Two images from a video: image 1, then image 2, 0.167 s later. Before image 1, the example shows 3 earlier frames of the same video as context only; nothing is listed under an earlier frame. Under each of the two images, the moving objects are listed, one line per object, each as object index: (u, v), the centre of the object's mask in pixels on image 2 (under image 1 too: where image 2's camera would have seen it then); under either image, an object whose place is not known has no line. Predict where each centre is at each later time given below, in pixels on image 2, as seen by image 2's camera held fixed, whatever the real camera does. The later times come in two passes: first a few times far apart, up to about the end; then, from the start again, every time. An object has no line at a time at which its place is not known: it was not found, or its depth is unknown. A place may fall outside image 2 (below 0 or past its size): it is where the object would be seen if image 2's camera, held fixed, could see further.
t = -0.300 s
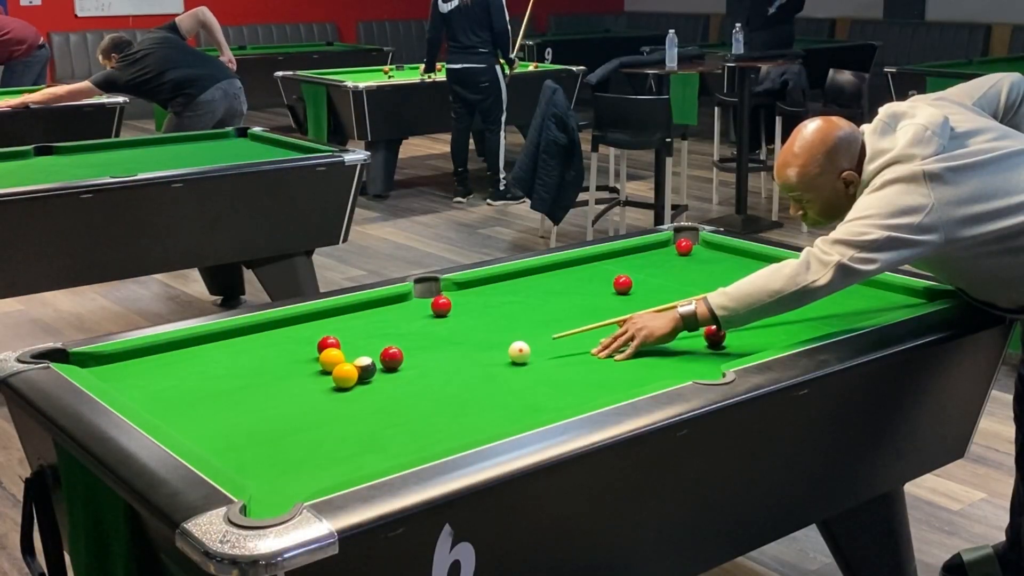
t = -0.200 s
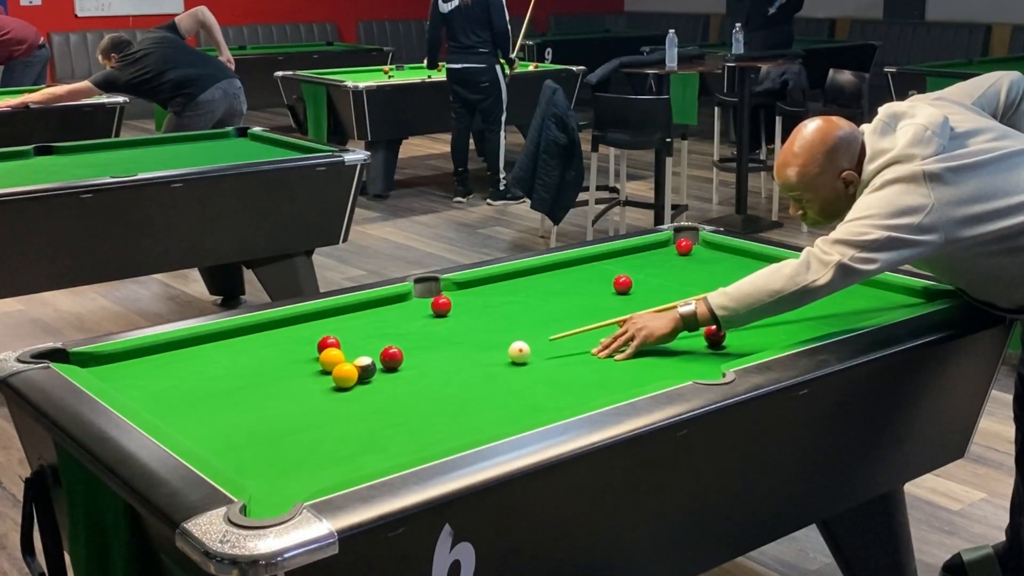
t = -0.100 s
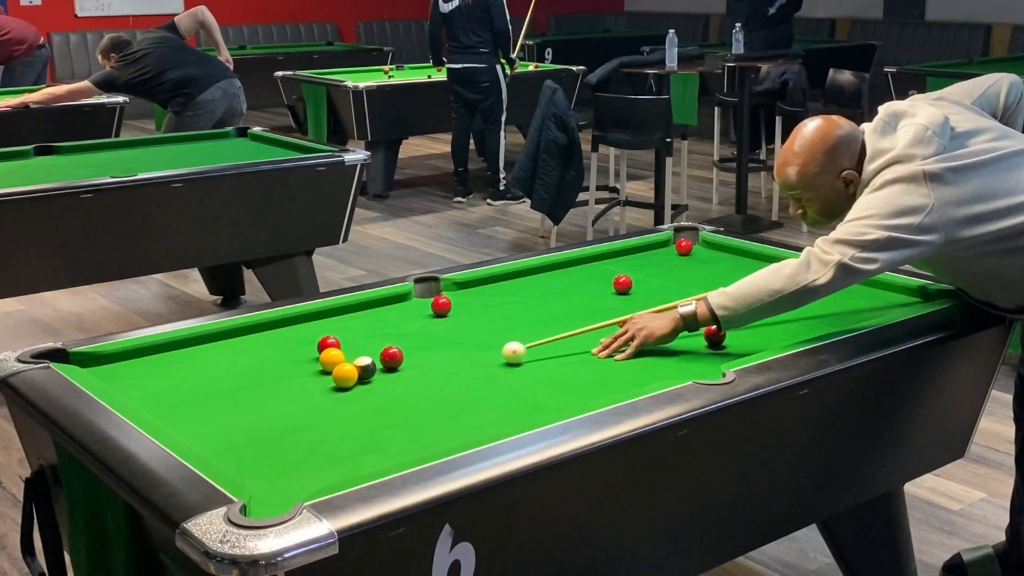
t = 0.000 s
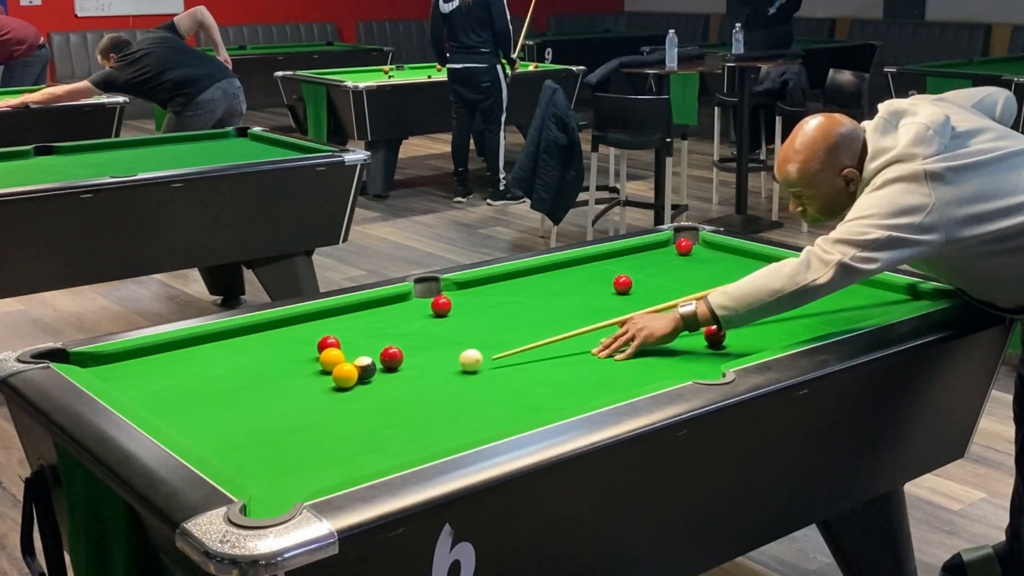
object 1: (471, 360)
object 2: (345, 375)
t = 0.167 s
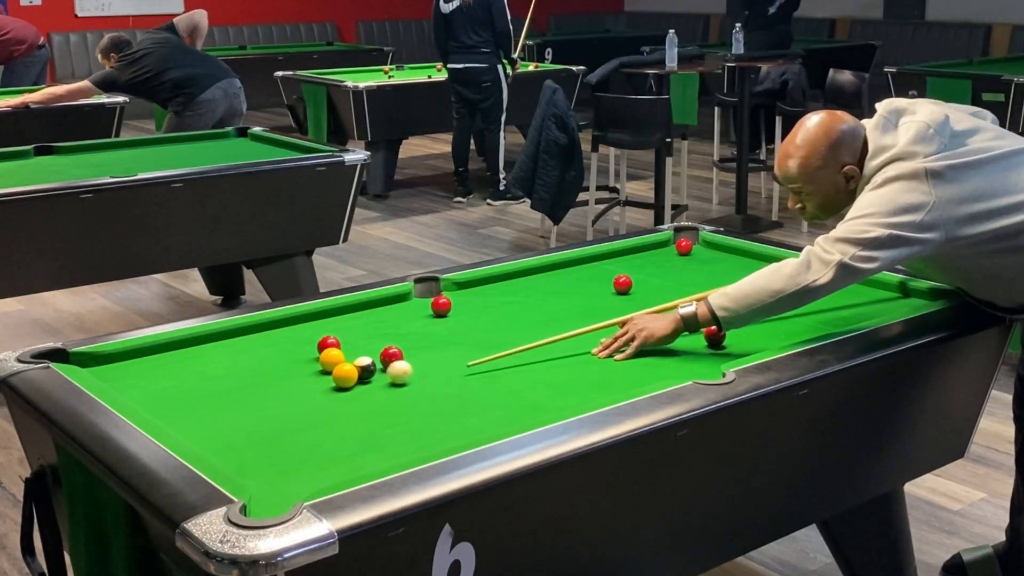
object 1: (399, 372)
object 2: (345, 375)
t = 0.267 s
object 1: (366, 381)
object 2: (337, 375)
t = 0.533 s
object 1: (319, 406)
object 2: (283, 372)
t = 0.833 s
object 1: (260, 436)
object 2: (227, 369)
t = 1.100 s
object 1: (234, 456)
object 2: (182, 366)
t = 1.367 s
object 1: (286, 451)
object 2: (140, 365)
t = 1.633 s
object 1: (332, 446)
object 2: (102, 363)
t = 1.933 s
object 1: (377, 441)
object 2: (63, 362)
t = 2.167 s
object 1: (408, 438)
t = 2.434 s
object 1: (438, 435)
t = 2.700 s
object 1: (462, 431)
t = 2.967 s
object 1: (483, 427)
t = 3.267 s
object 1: (501, 423)
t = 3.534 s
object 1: (511, 421)
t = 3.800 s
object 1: (515, 419)
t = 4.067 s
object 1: (516, 419)
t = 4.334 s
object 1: (515, 419)
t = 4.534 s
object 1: (515, 419)
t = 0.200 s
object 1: (385, 375)
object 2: (345, 375)
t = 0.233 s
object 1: (371, 377)
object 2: (345, 375)
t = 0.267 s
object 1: (366, 381)
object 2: (337, 375)
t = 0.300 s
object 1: (361, 383)
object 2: (329, 374)
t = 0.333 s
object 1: (356, 387)
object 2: (322, 374)
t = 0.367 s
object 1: (350, 390)
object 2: (315, 373)
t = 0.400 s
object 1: (344, 393)
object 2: (309, 373)
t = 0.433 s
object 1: (338, 396)
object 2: (302, 373)
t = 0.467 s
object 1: (331, 399)
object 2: (295, 372)
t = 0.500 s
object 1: (325, 403)
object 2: (289, 372)
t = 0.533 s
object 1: (319, 406)
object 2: (283, 372)
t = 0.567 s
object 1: (313, 409)
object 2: (276, 371)
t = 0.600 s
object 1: (306, 413)
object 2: (270, 371)
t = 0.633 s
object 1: (300, 416)
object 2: (264, 371)
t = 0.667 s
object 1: (293, 419)
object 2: (257, 370)
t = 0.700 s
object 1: (287, 423)
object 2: (251, 370)
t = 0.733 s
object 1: (280, 426)
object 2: (245, 370)
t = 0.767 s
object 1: (274, 430)
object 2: (239, 369)
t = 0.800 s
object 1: (267, 433)
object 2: (233, 369)
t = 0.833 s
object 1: (260, 436)
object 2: (227, 369)
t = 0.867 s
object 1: (253, 440)
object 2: (221, 368)
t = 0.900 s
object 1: (246, 443)
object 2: (215, 368)
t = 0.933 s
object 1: (240, 447)
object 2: (210, 368)
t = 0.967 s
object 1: (232, 451)
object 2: (204, 368)
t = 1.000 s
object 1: (226, 453)
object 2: (198, 367)
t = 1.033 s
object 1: (221, 454)
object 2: (193, 367)
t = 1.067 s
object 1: (228, 456)
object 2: (187, 367)
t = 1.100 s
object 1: (234, 456)
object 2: (182, 366)
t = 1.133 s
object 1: (240, 456)
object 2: (176, 366)
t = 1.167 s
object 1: (247, 455)
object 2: (171, 366)
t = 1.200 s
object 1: (253, 454)
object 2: (165, 366)
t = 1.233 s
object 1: (260, 453)
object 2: (160, 366)
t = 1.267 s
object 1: (267, 452)
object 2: (155, 365)
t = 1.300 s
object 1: (273, 452)
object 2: (150, 365)
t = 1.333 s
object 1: (279, 451)
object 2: (145, 365)
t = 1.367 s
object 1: (286, 451)
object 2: (140, 365)
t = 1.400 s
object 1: (292, 450)
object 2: (135, 364)
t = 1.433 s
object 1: (298, 449)
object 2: (130, 364)
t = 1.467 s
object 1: (304, 449)
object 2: (125, 364)
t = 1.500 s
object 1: (309, 448)
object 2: (120, 364)
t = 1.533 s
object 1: (315, 448)
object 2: (115, 363)
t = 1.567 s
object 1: (321, 447)
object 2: (111, 363)
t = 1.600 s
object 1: (326, 446)
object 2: (106, 363)
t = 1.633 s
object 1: (332, 446)
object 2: (102, 363)
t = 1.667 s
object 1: (337, 445)
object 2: (97, 362)
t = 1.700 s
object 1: (342, 445)
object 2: (93, 362)
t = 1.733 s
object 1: (348, 444)
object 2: (89, 361)
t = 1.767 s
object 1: (353, 444)
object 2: (85, 360)
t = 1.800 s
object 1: (358, 443)
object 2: (80, 359)
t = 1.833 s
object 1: (363, 443)
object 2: (76, 358)
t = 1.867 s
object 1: (367, 442)
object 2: (72, 358)
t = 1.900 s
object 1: (372, 442)
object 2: (68, 359)
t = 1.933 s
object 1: (377, 441)
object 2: (63, 362)
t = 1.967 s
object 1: (381, 441)
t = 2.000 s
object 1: (386, 440)
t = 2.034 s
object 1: (391, 440)
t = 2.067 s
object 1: (395, 440)
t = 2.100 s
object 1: (399, 439)
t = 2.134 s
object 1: (403, 439)
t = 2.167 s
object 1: (408, 438)
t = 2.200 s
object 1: (412, 438)
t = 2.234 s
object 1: (416, 438)
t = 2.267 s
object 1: (419, 437)
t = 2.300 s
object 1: (423, 437)
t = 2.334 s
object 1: (427, 436)
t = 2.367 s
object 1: (431, 436)
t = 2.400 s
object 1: (434, 436)
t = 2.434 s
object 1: (438, 435)
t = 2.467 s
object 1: (441, 435)
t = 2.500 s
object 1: (444, 434)
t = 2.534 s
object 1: (448, 434)
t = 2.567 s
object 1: (451, 433)
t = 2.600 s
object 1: (454, 432)
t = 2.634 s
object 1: (457, 432)
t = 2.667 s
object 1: (460, 431)
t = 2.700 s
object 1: (462, 431)
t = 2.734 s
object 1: (466, 430)
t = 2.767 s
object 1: (468, 430)
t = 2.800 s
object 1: (471, 429)
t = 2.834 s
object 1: (474, 429)
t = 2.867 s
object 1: (476, 428)
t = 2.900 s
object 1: (478, 428)
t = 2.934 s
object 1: (481, 427)
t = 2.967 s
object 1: (483, 427)
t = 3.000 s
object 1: (485, 426)
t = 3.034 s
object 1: (487, 426)
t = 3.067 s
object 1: (489, 425)
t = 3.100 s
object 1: (492, 425)
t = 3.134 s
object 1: (494, 425)
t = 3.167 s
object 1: (496, 424)
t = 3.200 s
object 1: (497, 424)
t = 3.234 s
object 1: (499, 423)
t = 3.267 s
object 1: (501, 423)
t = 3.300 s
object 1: (502, 423)
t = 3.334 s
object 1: (503, 422)
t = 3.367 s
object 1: (505, 422)
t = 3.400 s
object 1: (506, 422)
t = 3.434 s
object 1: (508, 421)
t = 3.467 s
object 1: (509, 421)
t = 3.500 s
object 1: (510, 421)
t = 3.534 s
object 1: (511, 421)
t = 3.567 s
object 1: (511, 420)
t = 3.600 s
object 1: (512, 420)
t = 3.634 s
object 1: (513, 420)
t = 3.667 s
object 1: (514, 420)
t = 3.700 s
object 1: (514, 419)
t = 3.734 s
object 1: (515, 419)
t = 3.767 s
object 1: (515, 419)
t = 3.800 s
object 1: (515, 419)
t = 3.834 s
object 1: (516, 419)
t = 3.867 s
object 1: (516, 419)
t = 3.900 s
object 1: (516, 419)
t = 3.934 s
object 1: (516, 419)
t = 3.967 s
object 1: (516, 419)
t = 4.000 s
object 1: (516, 419)
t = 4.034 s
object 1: (516, 419)
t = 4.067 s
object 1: (516, 419)
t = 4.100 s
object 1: (516, 419)
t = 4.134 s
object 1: (516, 419)
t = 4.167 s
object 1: (516, 419)
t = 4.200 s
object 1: (516, 419)
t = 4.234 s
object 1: (515, 419)
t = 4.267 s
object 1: (515, 419)
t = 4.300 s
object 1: (515, 419)
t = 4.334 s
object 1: (515, 419)
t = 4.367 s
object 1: (515, 419)
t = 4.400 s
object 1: (515, 419)
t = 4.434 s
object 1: (515, 419)
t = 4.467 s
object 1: (515, 419)
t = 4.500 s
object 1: (515, 419)
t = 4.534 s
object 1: (515, 419)
